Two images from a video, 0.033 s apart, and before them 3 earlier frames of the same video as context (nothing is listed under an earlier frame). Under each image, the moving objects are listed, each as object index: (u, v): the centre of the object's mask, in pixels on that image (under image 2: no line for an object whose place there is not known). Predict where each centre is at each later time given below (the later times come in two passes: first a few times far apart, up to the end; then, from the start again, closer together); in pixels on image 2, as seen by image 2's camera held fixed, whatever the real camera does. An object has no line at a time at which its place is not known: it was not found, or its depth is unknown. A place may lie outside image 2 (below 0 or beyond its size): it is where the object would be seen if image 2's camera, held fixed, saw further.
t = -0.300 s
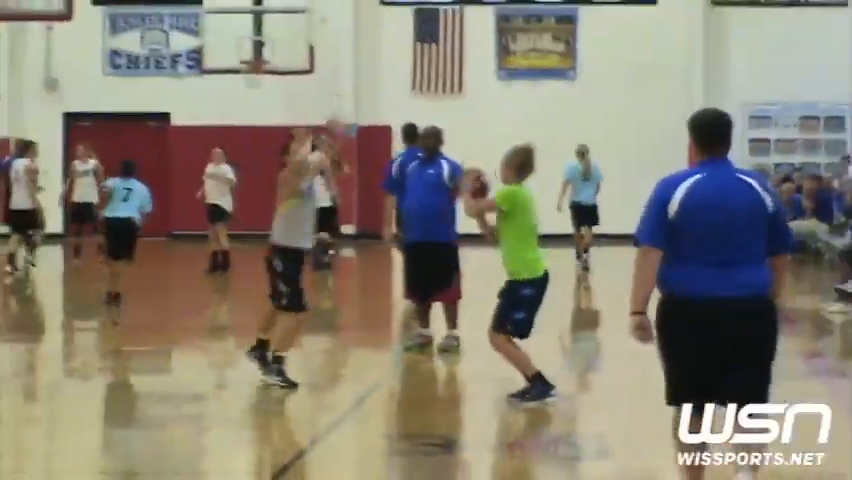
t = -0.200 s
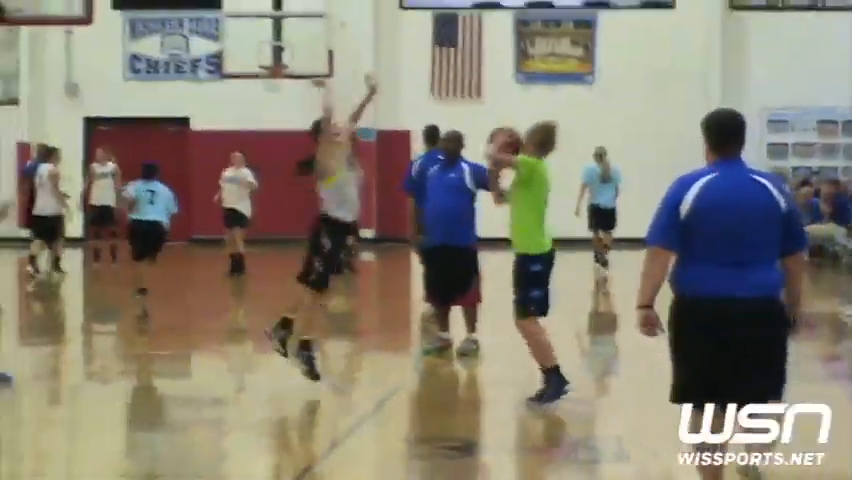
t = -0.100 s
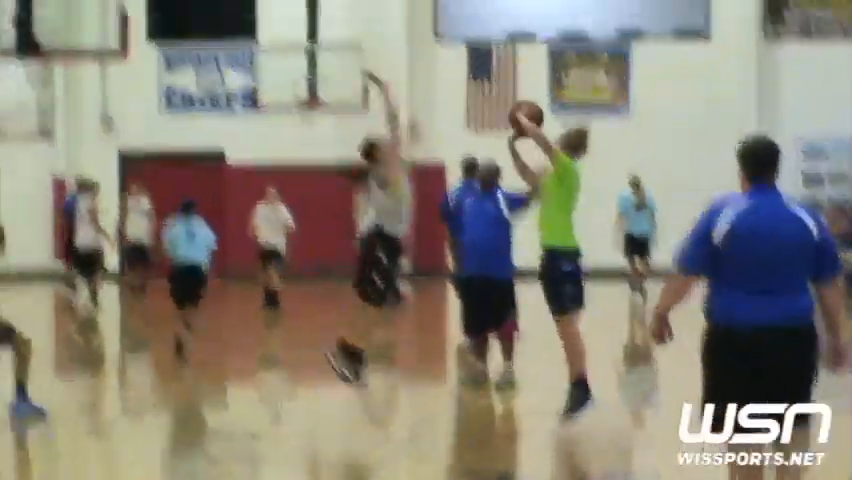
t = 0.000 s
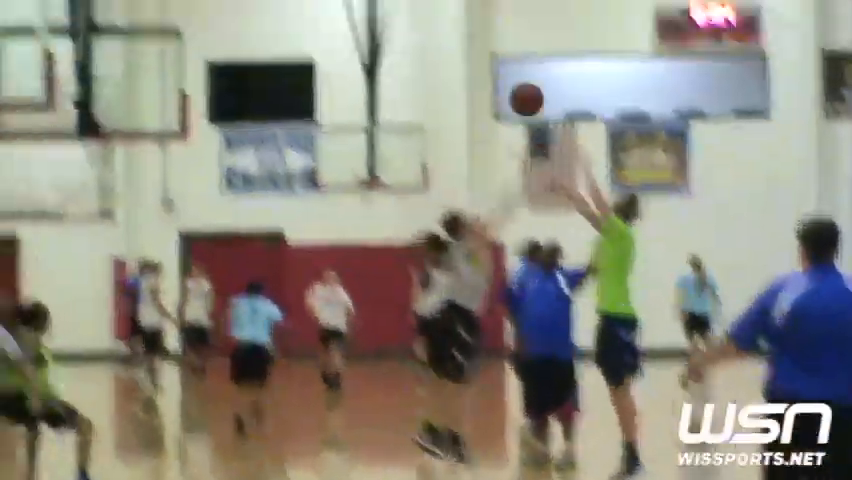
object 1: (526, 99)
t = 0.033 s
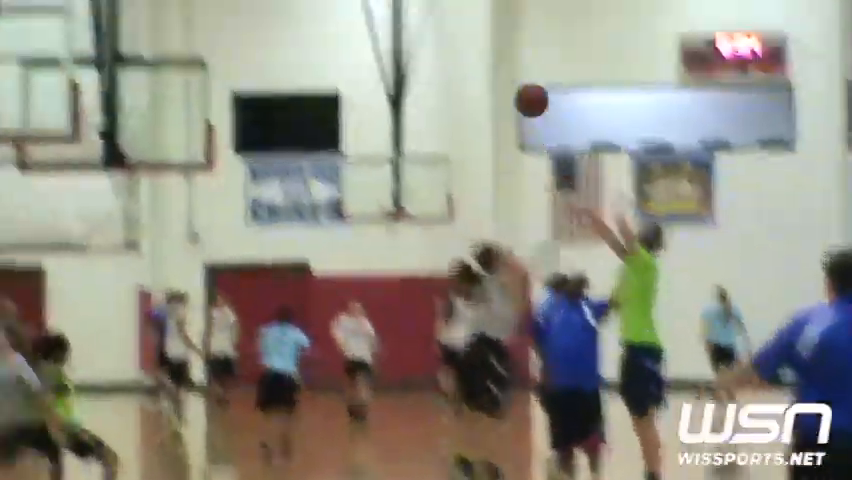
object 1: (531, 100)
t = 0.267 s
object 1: (403, -60)
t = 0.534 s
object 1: (261, -136)
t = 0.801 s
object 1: (130, -111)
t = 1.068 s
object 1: (10, 4)
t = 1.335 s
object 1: (-70, 67)
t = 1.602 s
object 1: (-108, 41)
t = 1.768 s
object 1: (-131, 74)
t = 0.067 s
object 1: (511, 72)
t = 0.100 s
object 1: (492, 45)
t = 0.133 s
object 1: (473, 21)
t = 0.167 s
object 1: (456, -2)
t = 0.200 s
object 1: (440, -23)
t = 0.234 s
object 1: (422, -43)
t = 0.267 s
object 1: (403, -60)
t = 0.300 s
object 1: (384, -75)
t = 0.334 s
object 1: (365, -89)
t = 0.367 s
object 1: (348, -101)
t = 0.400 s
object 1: (331, -111)
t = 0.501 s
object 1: (277, -132)
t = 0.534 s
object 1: (261, -136)
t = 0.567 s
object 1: (244, -138)
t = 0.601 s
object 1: (228, -139)
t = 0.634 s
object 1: (210, -138)
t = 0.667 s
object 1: (194, -135)
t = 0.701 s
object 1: (176, -130)
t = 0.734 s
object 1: (161, -126)
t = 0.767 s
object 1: (144, -119)
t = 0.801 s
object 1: (130, -111)
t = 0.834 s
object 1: (114, -101)
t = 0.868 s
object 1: (98, -89)
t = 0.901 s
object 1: (84, -78)
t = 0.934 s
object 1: (68, -66)
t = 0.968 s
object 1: (53, -51)
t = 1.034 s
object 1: (25, -15)
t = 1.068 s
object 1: (10, 4)
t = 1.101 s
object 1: (-4, 25)
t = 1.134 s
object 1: (-17, 48)
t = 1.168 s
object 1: (-30, 69)
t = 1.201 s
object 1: (-46, 95)
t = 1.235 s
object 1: (-55, 100)
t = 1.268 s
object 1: (-60, 88)
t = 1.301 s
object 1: (-65, 77)
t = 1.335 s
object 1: (-70, 67)
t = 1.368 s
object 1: (-75, 58)
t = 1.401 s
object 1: (-79, 51)
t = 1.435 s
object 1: (-85, 46)
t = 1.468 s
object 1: (-89, 42)
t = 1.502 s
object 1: (-94, 39)
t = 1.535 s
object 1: (-98, 39)
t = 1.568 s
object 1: (-103, 39)
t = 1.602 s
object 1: (-108, 41)
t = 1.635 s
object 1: (-113, 45)
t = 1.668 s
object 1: (-117, 50)
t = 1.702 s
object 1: (-122, 56)
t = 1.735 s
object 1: (-126, 64)
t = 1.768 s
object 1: (-131, 74)
